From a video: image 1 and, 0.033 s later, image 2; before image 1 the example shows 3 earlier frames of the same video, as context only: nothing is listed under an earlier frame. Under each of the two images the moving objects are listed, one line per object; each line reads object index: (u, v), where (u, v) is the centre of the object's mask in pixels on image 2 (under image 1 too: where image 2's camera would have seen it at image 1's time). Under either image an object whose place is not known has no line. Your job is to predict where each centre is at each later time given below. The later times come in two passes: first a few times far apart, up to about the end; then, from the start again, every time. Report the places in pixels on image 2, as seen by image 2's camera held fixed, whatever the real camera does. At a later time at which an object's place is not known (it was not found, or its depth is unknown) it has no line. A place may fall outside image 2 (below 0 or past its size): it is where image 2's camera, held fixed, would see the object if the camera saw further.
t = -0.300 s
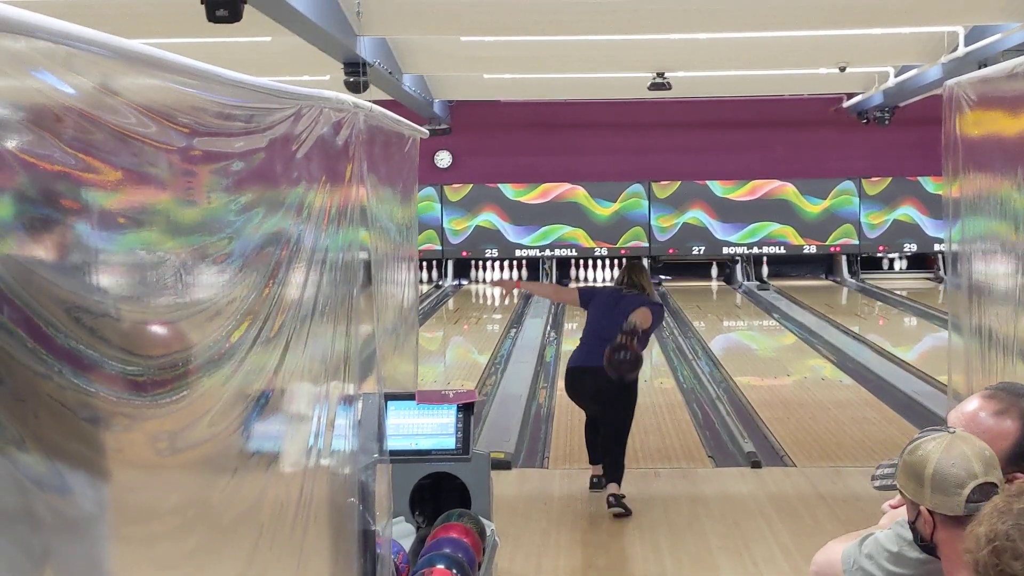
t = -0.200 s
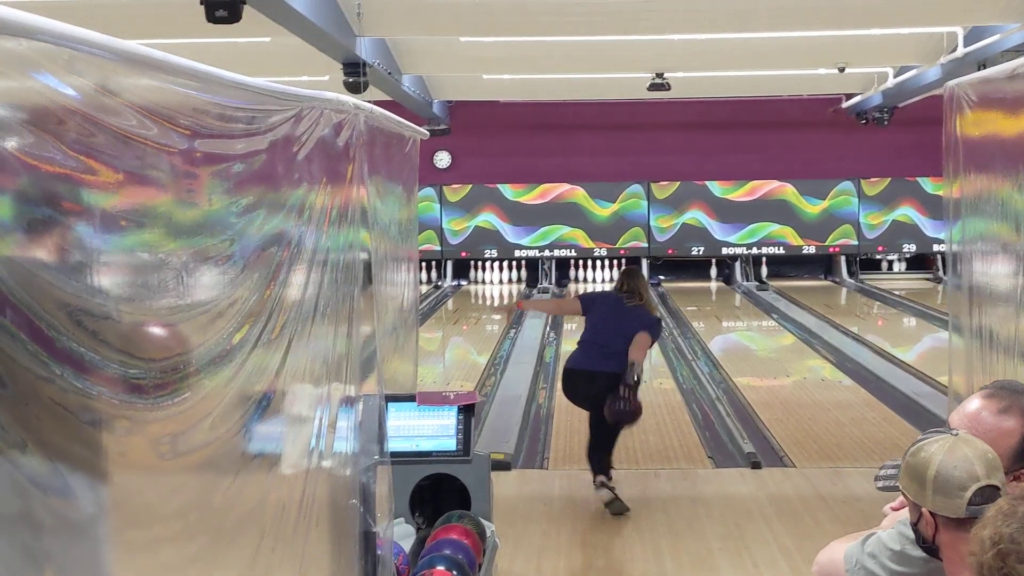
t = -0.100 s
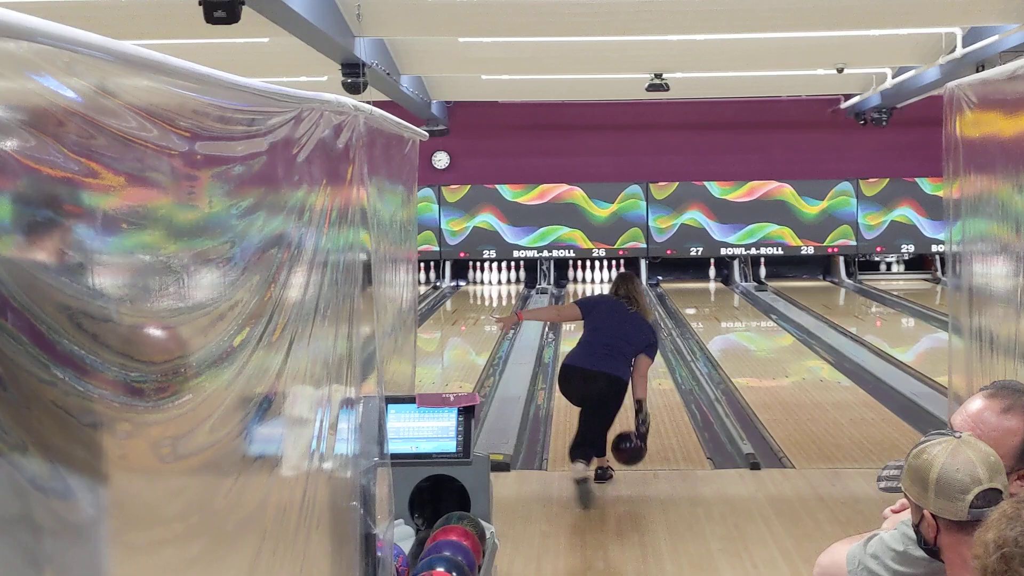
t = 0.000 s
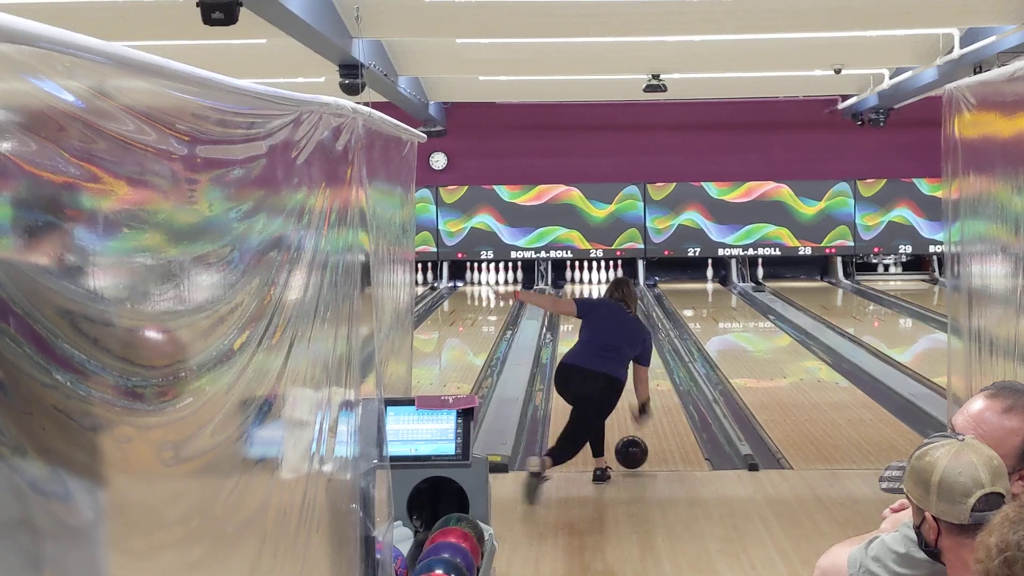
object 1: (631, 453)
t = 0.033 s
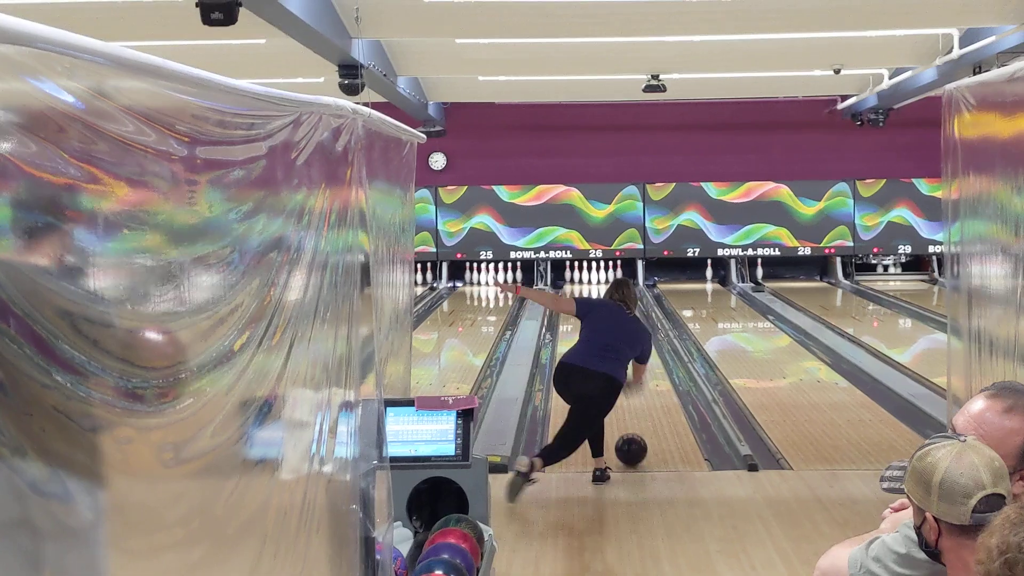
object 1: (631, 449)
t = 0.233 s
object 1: (631, 417)
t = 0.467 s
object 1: (632, 387)
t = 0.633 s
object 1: (633, 370)
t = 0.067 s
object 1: (631, 443)
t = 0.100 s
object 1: (631, 438)
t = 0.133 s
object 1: (632, 433)
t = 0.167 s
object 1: (632, 427)
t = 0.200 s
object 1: (632, 422)
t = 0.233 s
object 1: (631, 417)
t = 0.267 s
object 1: (631, 412)
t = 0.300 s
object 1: (631, 408)
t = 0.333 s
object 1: (631, 403)
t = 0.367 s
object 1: (631, 399)
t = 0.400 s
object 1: (632, 395)
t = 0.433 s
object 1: (631, 391)
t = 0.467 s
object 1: (632, 387)
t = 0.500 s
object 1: (632, 384)
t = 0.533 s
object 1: (632, 380)
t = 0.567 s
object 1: (632, 377)
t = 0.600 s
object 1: (632, 373)
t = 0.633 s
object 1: (633, 370)
